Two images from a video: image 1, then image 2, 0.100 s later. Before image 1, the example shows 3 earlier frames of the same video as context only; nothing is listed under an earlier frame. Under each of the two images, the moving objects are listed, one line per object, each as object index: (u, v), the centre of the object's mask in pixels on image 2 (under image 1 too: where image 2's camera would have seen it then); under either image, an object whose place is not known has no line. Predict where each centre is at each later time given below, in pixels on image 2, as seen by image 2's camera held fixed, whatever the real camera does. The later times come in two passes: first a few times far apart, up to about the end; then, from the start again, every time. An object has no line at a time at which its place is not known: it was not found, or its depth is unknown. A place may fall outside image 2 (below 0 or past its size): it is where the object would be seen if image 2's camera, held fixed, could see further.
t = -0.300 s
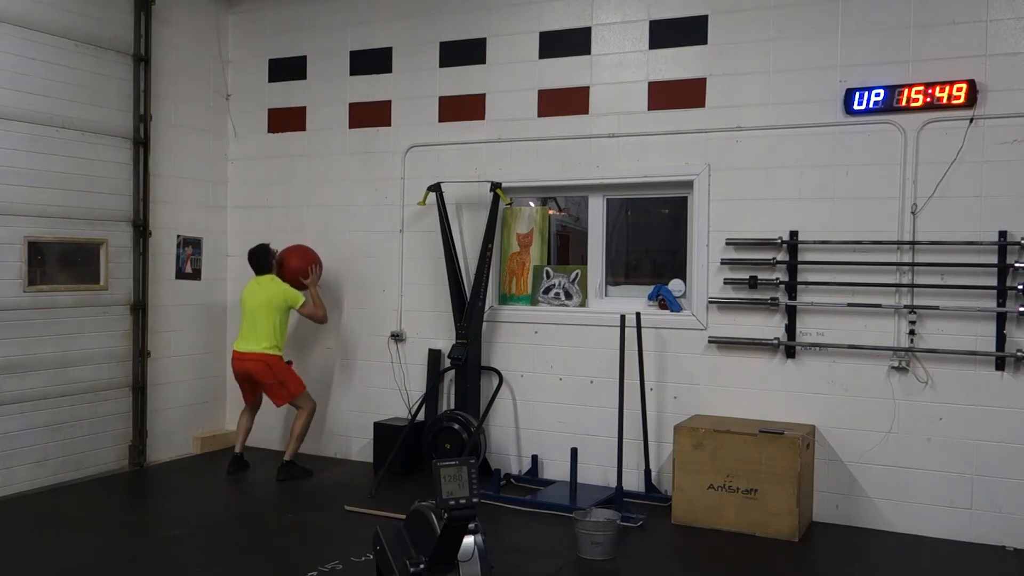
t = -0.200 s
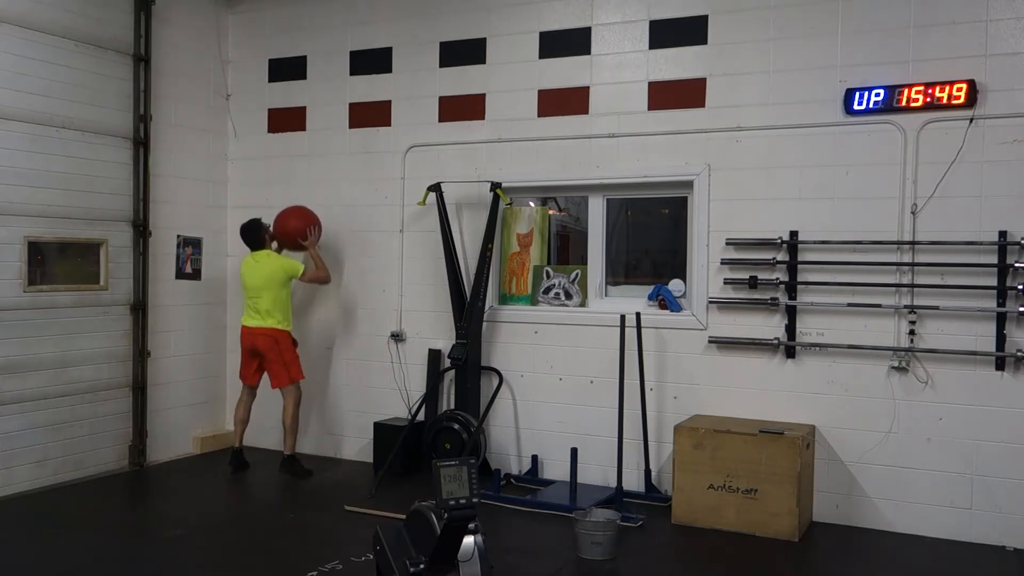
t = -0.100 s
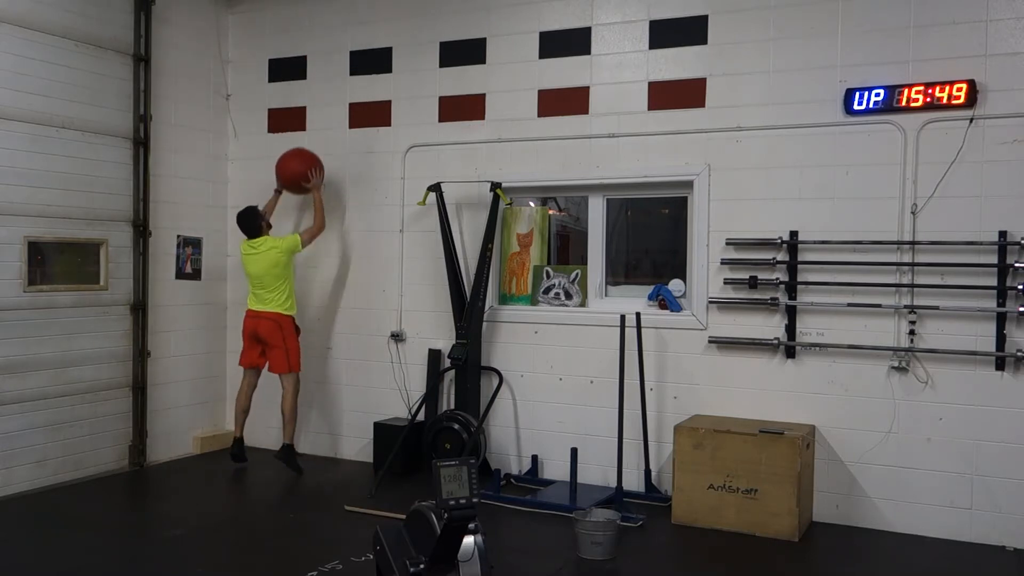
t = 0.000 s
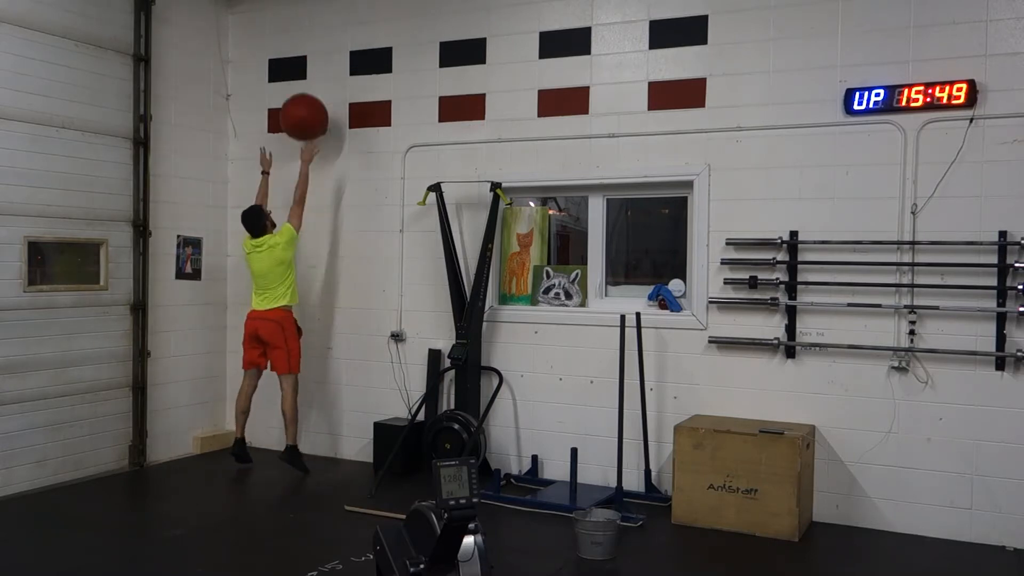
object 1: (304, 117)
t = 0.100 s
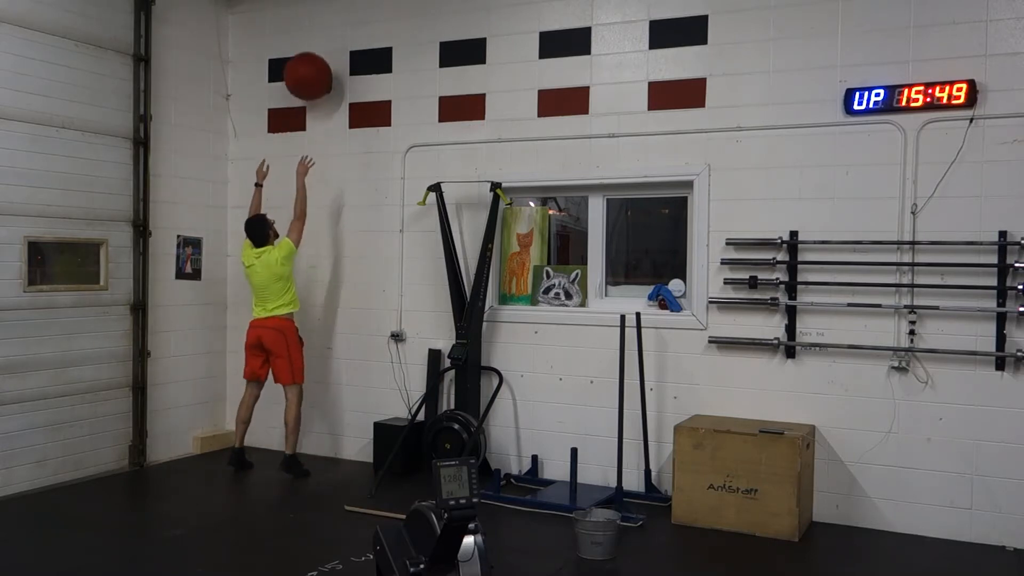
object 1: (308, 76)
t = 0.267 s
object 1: (315, 37)
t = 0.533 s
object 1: (309, 47)
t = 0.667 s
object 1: (304, 85)
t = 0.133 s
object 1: (309, 66)
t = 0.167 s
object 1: (311, 56)
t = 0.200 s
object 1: (312, 49)
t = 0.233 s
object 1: (314, 42)
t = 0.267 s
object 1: (315, 37)
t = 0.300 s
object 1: (316, 34)
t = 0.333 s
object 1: (316, 32)
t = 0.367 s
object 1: (315, 31)
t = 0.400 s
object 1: (314, 31)
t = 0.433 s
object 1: (313, 33)
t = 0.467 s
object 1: (312, 36)
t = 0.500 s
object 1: (311, 41)
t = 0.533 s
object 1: (309, 47)
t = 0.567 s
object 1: (308, 54)
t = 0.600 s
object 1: (307, 63)
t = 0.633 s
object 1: (306, 73)
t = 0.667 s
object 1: (304, 85)
